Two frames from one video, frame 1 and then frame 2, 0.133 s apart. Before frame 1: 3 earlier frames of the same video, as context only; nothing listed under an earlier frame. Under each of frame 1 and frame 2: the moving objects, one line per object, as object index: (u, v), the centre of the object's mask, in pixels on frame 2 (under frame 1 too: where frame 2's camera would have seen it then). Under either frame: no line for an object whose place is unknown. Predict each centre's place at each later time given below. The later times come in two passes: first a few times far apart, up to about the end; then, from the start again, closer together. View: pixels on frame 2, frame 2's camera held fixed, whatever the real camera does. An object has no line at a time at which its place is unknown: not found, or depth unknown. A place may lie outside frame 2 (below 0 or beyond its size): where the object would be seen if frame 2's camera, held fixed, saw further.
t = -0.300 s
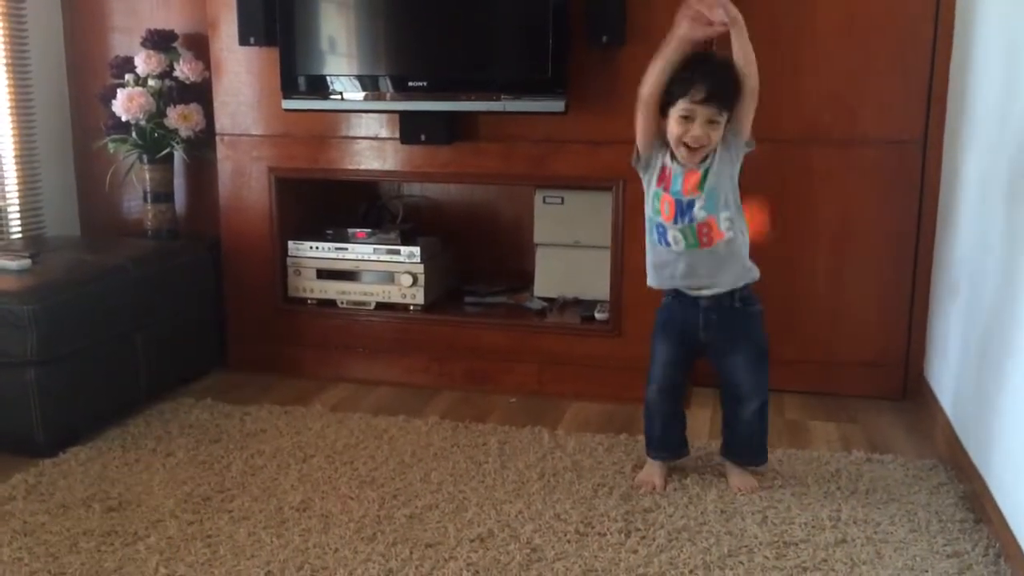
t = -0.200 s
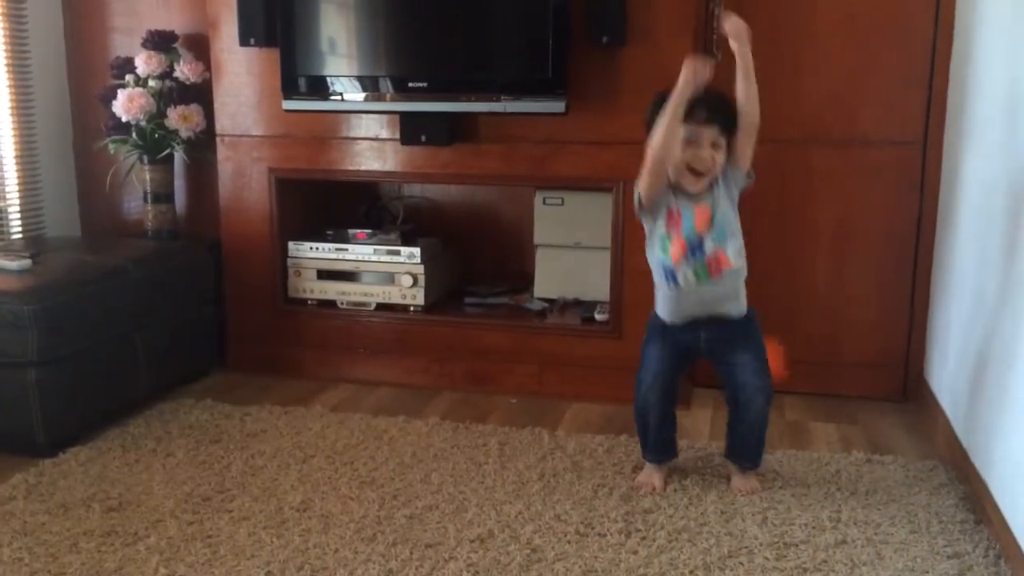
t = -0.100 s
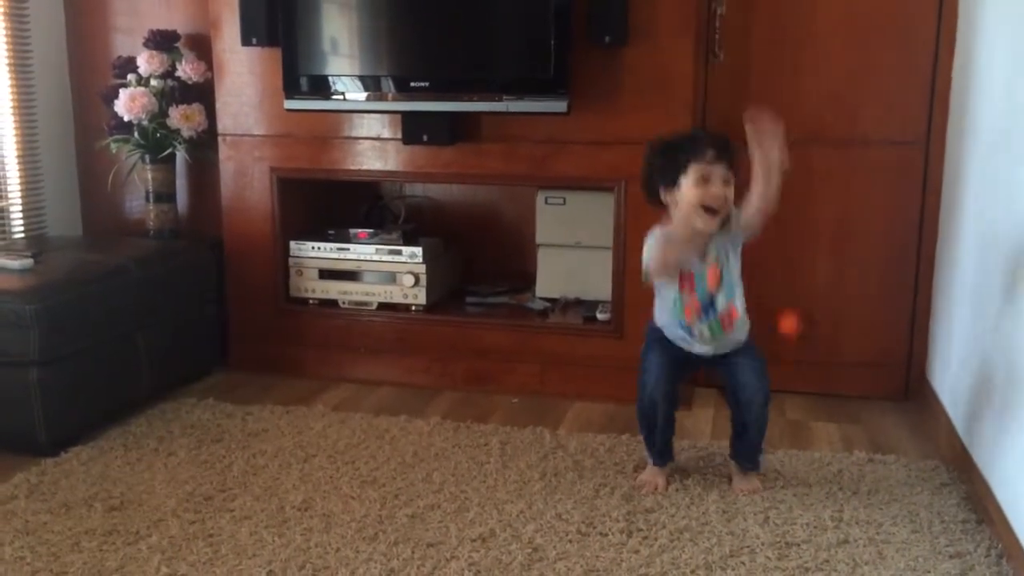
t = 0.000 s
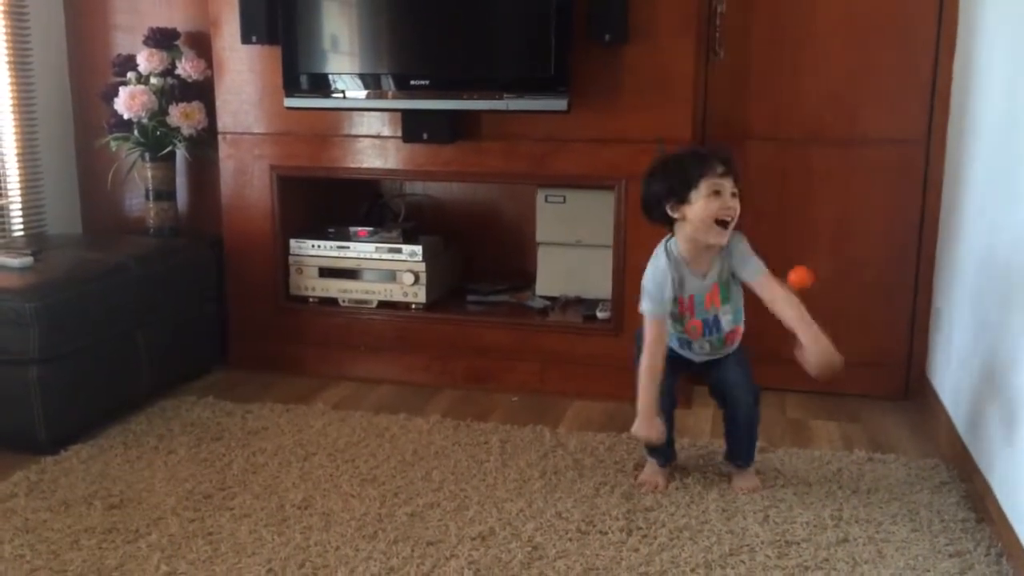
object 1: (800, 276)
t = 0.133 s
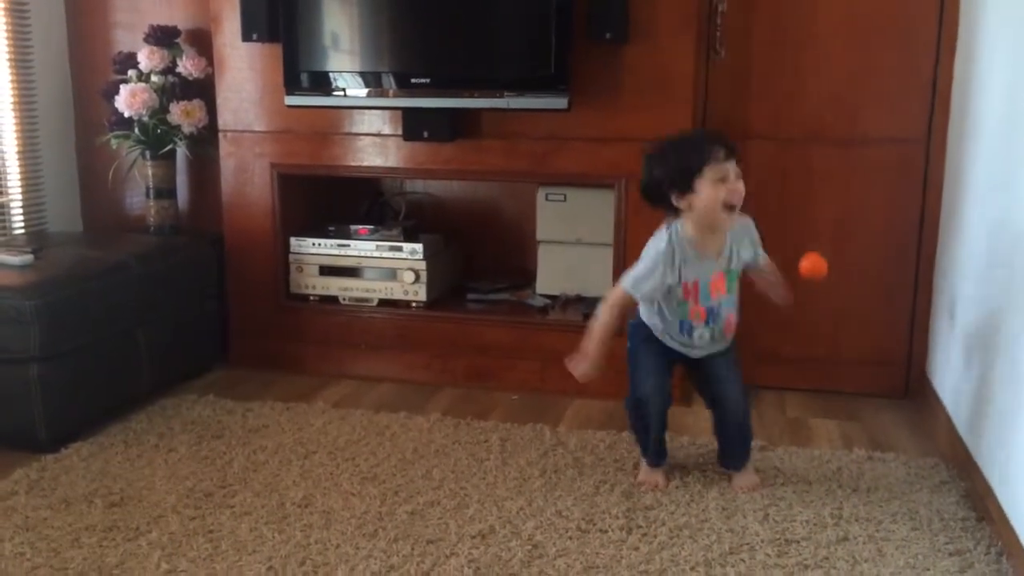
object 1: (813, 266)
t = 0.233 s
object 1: (820, 303)
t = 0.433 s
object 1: (831, 431)
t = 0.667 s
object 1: (845, 389)
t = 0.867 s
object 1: (855, 402)
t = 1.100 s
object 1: (870, 424)
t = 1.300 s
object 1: (879, 431)
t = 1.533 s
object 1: (890, 425)
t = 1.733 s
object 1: (905, 427)
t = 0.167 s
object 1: (815, 272)
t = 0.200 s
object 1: (818, 285)
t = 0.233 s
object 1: (820, 303)
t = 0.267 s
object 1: (822, 324)
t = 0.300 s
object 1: (824, 352)
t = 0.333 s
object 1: (825, 384)
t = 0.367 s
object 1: (825, 421)
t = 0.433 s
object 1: (831, 431)
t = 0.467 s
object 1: (834, 412)
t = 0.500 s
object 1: (837, 397)
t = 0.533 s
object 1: (839, 388)
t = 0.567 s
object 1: (841, 382)
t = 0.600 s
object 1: (843, 381)
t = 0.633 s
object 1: (845, 383)
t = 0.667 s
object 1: (845, 389)
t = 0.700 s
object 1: (845, 399)
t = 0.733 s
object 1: (846, 416)
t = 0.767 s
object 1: (845, 434)
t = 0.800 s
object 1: (850, 424)
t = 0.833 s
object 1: (853, 410)
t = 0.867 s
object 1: (855, 402)
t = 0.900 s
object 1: (859, 397)
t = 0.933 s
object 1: (861, 396)
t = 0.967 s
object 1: (864, 398)
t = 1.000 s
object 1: (866, 406)
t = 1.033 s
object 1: (867, 417)
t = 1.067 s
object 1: (868, 433)
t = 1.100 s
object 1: (870, 424)
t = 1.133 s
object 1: (873, 416)
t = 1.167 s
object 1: (875, 411)
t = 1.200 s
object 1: (877, 410)
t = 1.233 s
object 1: (878, 412)
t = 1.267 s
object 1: (879, 420)
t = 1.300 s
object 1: (879, 431)
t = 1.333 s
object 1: (882, 427)
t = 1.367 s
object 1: (883, 420)
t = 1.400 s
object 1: (885, 418)
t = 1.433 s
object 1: (887, 419)
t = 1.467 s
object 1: (888, 425)
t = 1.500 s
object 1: (889, 431)
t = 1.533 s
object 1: (890, 425)
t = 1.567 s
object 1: (893, 423)
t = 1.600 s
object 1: (895, 424)
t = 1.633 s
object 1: (897, 429)
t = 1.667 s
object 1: (900, 427)
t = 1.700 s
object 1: (902, 426)
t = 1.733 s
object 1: (905, 427)
